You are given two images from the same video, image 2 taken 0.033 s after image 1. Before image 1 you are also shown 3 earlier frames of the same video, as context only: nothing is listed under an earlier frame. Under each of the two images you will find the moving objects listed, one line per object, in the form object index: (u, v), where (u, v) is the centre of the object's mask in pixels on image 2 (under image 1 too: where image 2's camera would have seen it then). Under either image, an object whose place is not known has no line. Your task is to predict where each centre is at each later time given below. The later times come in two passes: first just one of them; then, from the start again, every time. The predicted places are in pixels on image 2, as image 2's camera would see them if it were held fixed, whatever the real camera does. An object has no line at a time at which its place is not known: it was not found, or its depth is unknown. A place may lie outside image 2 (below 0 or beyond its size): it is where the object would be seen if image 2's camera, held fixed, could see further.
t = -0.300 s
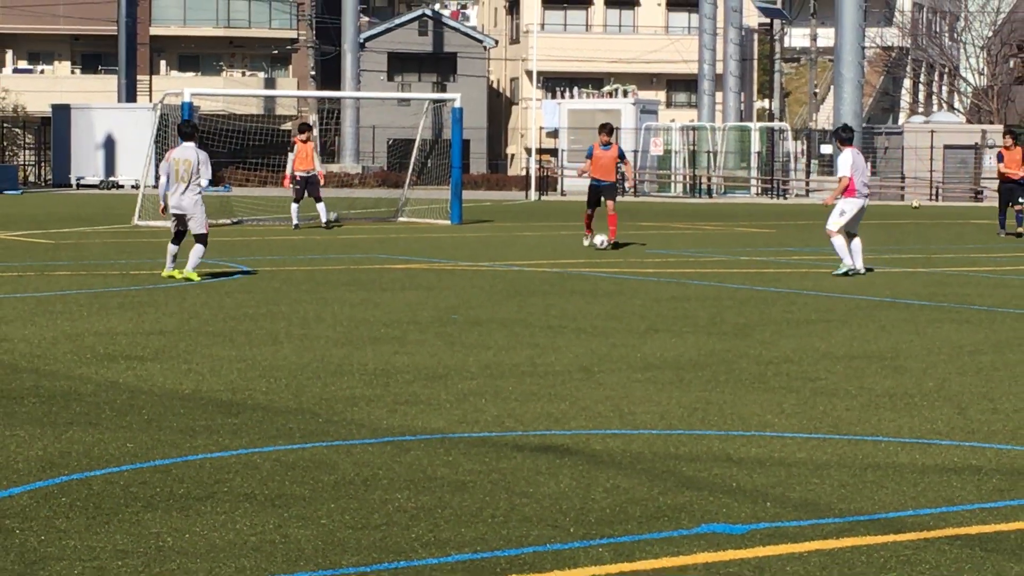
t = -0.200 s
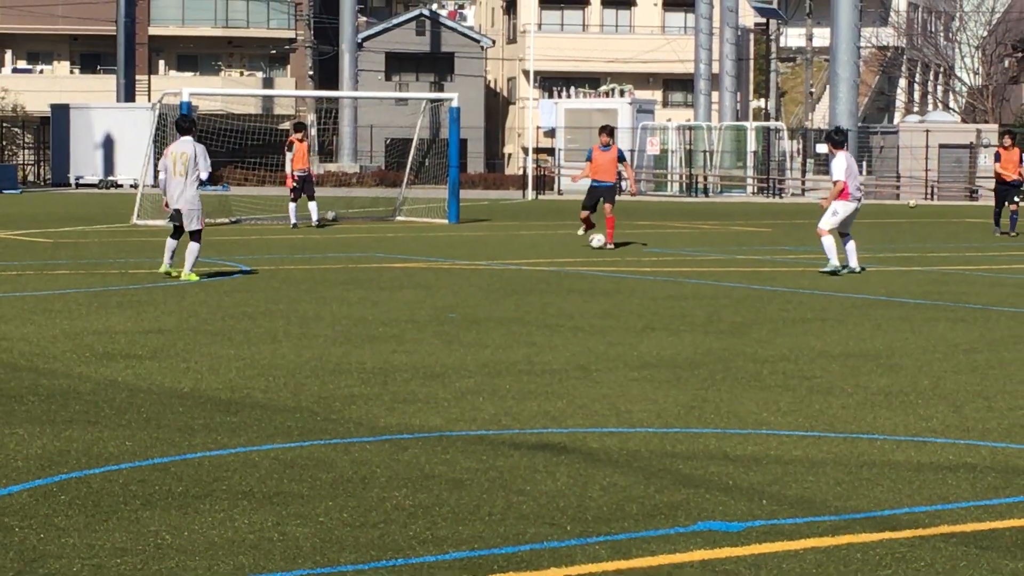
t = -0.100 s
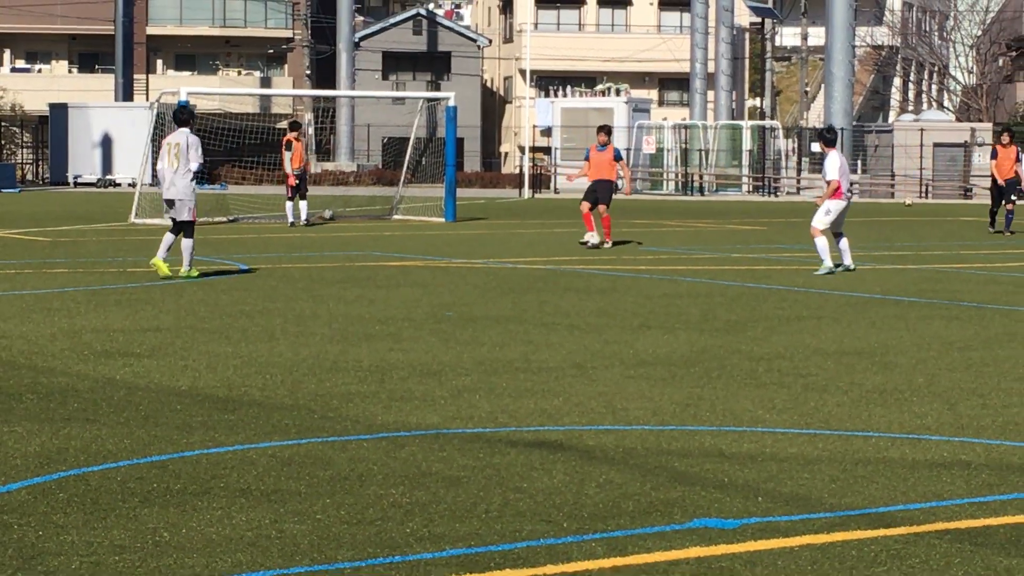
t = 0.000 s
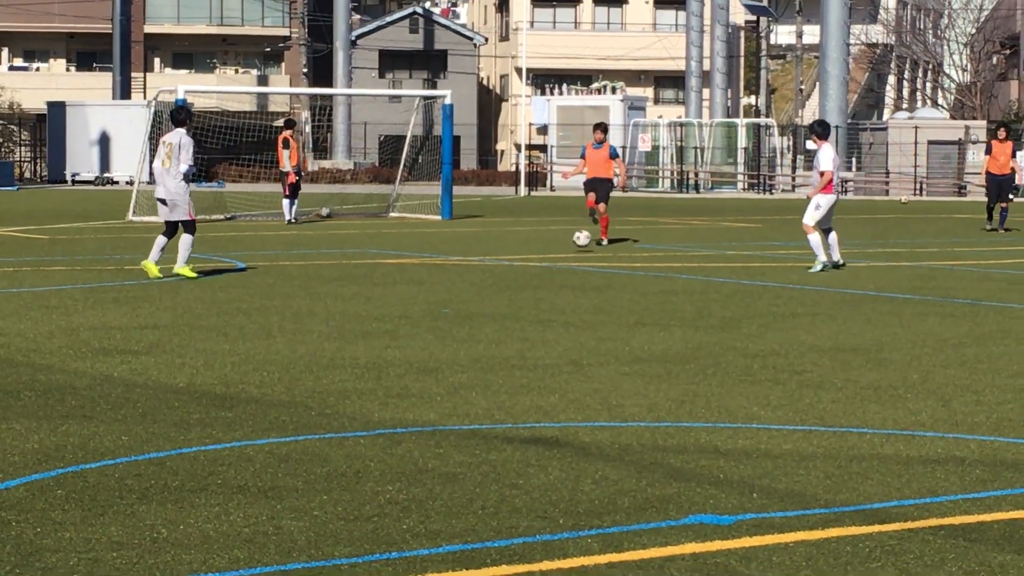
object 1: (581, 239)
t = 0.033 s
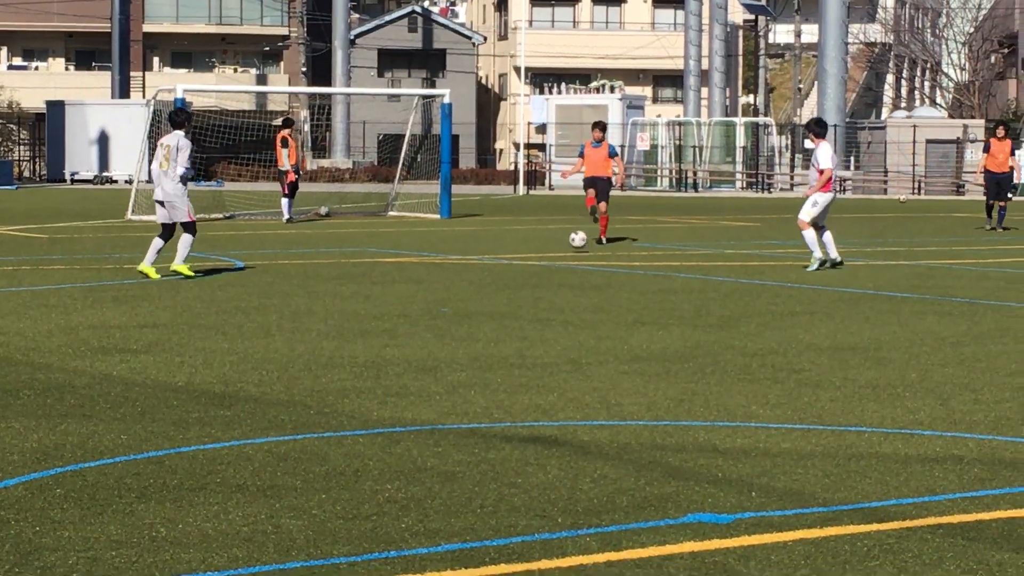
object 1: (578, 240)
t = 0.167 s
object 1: (562, 245)
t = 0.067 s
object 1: (575, 243)
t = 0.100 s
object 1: (570, 245)
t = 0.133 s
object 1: (566, 245)
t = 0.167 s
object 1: (562, 245)
